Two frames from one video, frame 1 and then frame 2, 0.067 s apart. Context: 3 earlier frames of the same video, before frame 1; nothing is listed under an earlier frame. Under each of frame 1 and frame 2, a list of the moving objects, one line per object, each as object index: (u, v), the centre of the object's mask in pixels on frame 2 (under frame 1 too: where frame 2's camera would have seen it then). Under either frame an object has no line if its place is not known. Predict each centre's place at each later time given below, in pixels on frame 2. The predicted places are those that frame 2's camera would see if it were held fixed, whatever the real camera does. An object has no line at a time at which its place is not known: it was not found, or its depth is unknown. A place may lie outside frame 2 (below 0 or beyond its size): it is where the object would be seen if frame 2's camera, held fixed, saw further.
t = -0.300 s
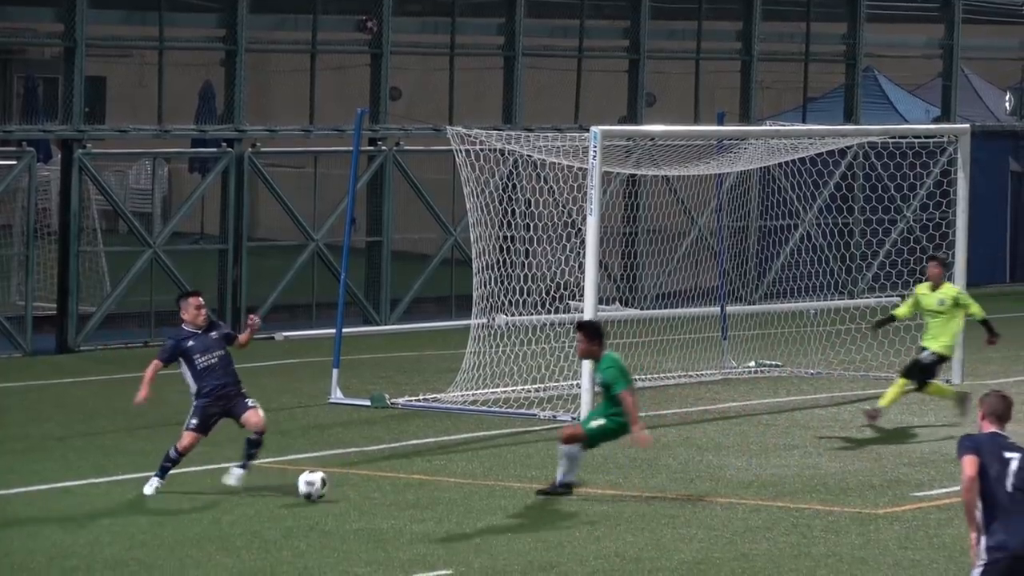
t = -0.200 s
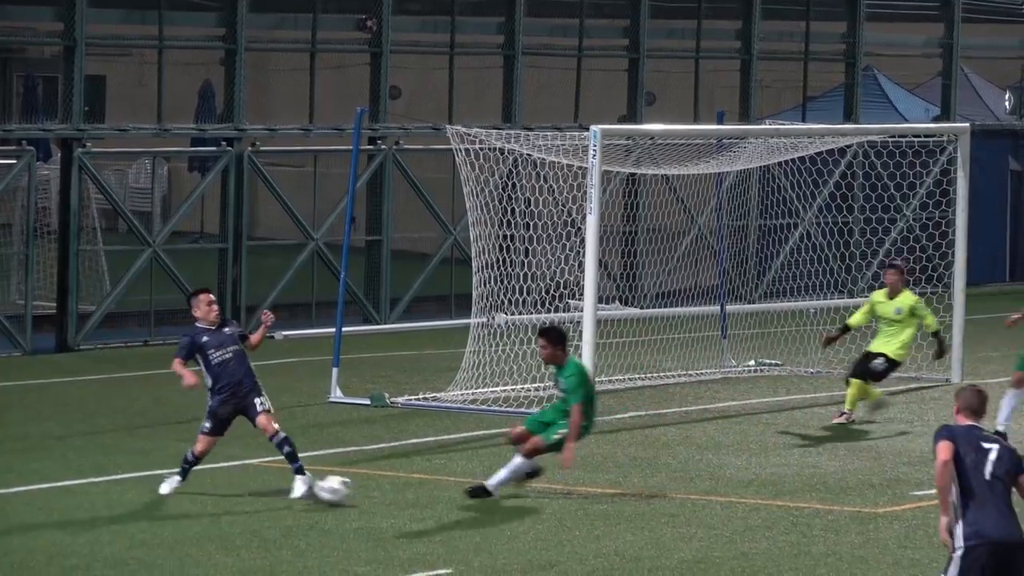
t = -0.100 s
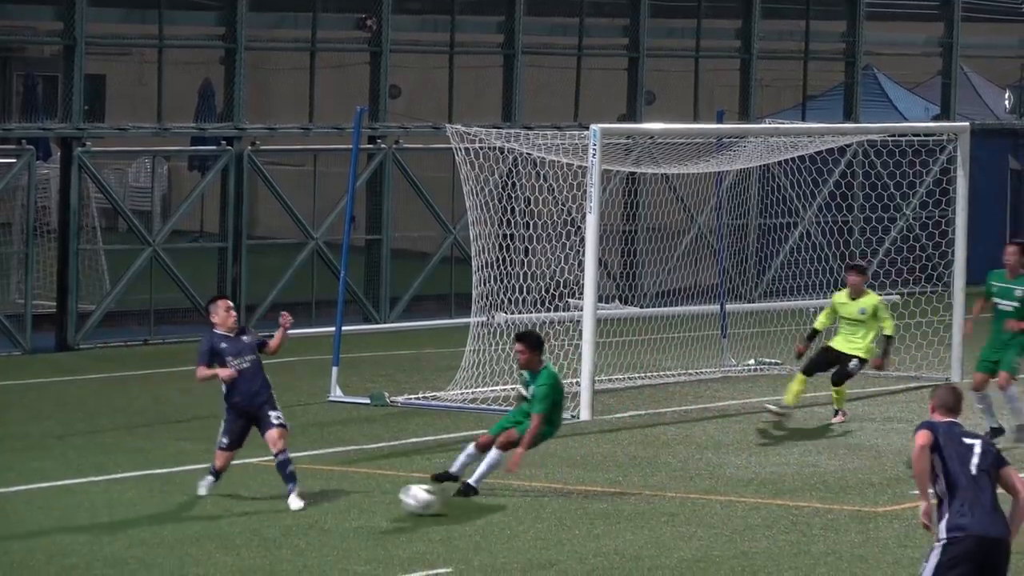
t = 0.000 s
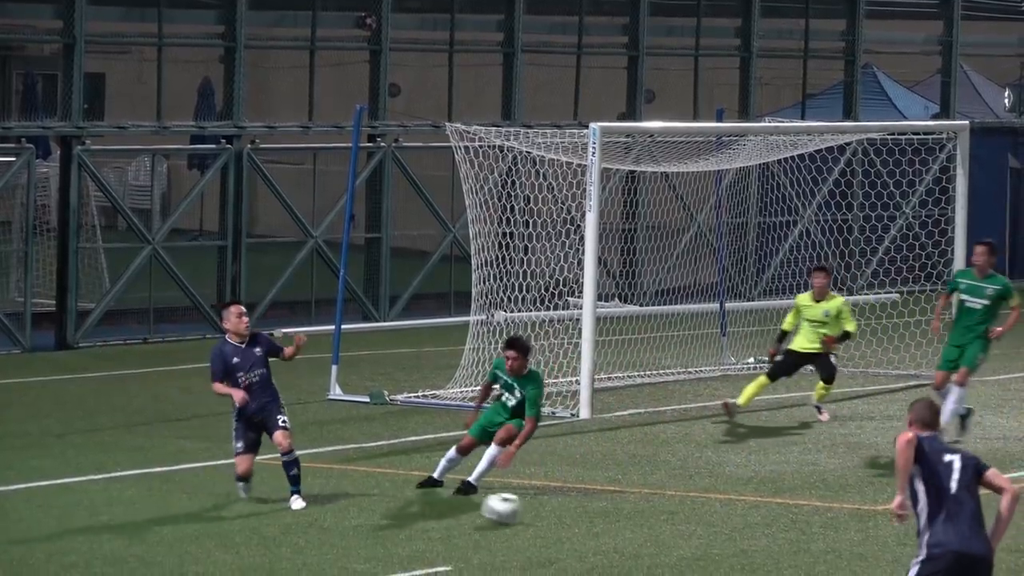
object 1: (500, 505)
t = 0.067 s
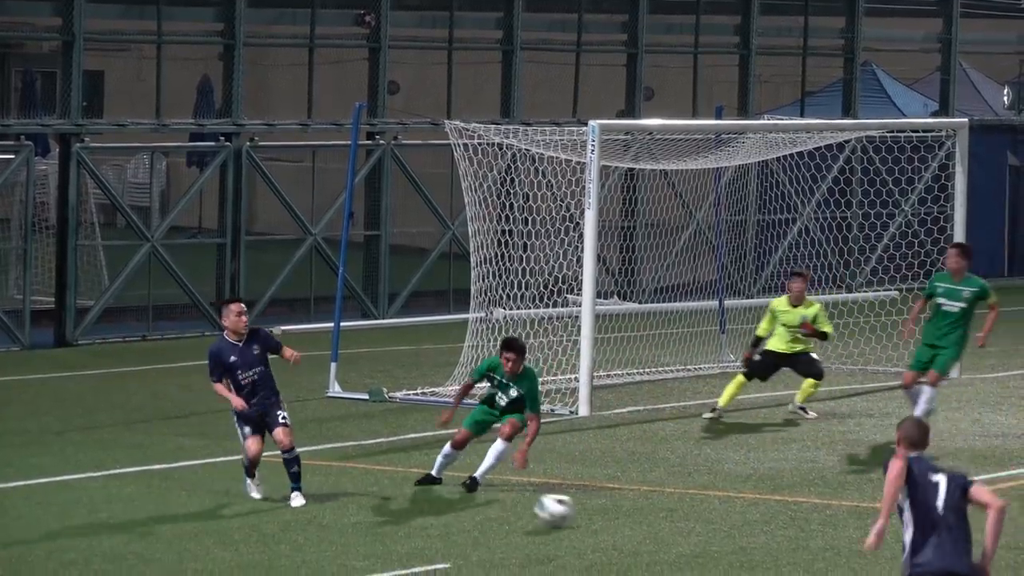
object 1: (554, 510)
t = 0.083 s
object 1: (568, 512)
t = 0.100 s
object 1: (582, 514)
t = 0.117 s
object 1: (594, 516)
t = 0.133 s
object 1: (608, 519)
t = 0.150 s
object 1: (620, 519)
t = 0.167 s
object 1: (633, 521)
